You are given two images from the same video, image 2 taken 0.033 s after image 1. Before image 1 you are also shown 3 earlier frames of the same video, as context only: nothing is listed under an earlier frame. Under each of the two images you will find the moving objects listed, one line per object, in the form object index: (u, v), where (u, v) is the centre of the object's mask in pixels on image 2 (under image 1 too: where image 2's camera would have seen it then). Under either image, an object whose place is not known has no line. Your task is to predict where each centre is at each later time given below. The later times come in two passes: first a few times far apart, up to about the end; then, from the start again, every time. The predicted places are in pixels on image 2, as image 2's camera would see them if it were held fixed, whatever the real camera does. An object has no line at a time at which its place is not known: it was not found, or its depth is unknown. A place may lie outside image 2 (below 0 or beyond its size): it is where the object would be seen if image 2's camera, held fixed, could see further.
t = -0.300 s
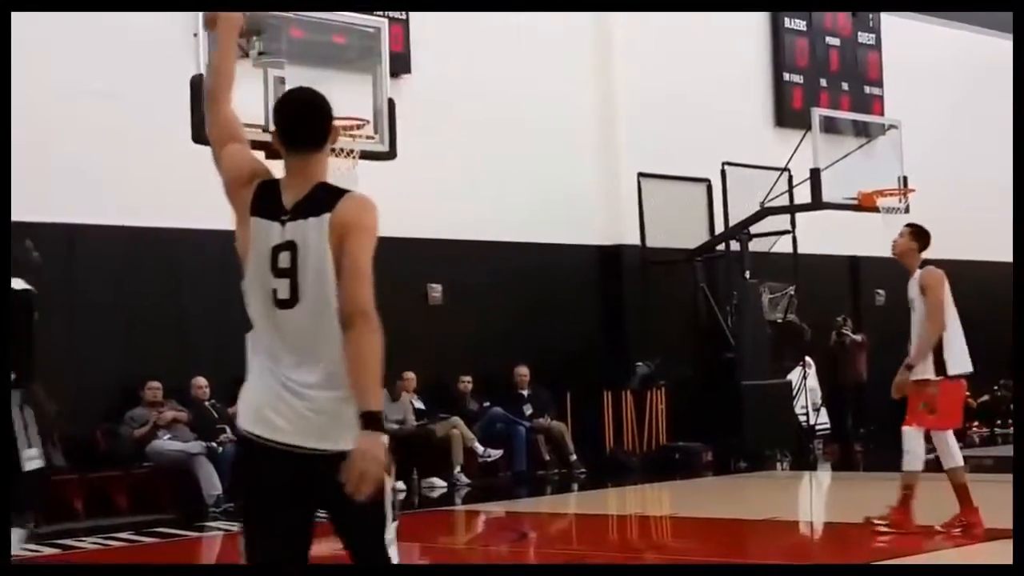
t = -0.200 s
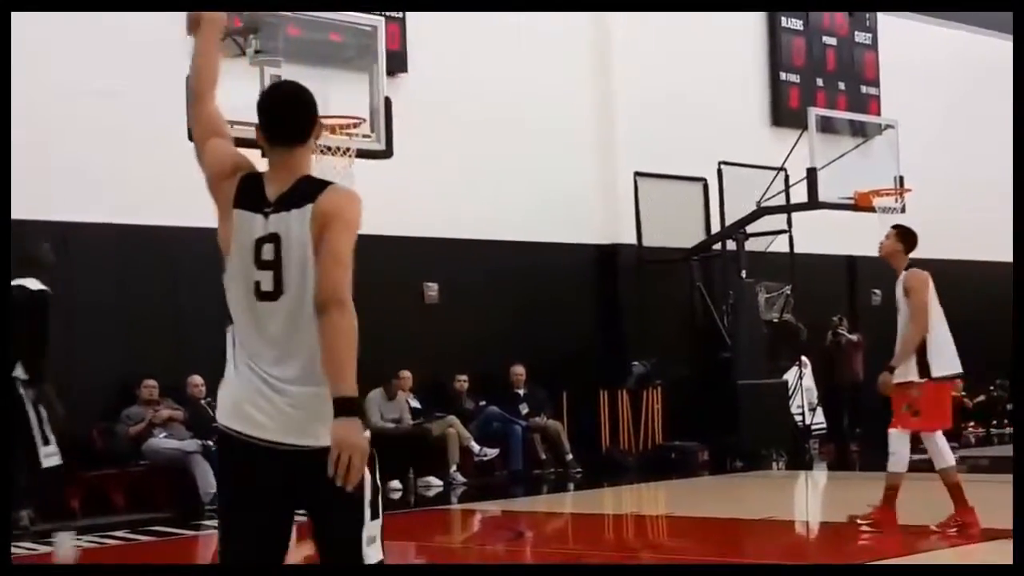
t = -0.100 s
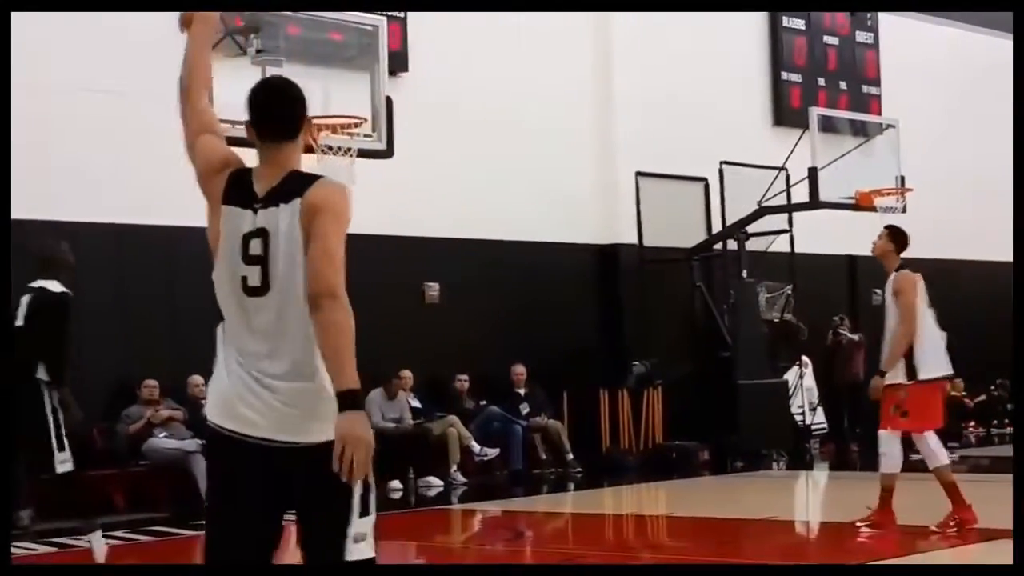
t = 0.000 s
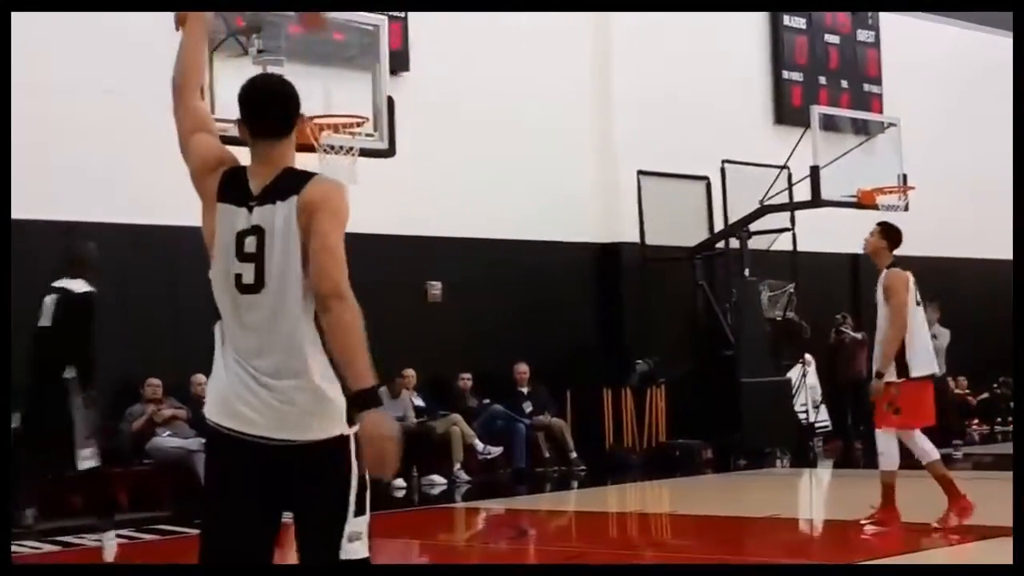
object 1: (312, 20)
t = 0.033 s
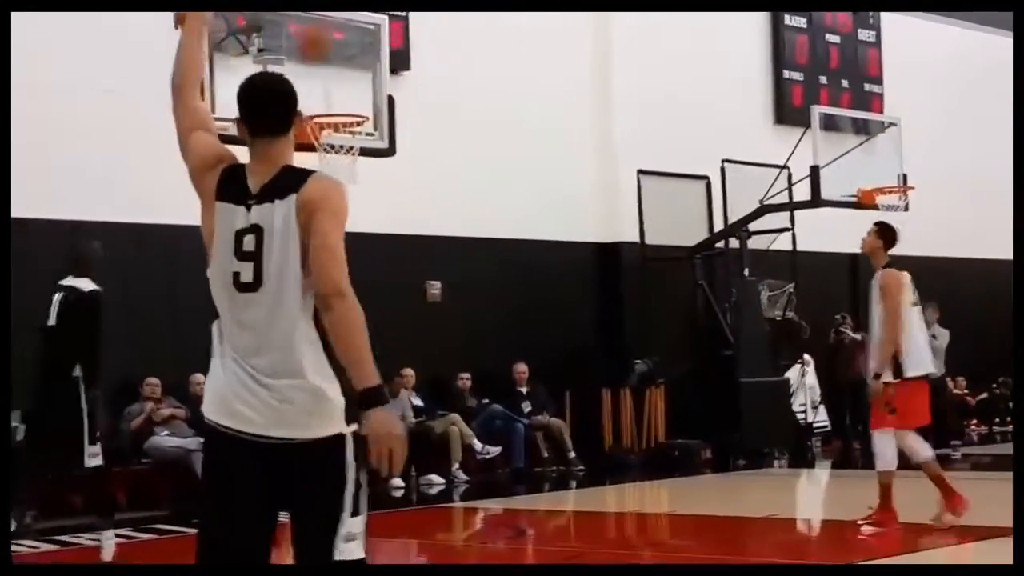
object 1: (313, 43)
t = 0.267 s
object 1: (401, 76)
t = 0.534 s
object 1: (515, 61)
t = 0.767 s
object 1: (612, 123)
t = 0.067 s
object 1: (315, 71)
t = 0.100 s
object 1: (315, 104)
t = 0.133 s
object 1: (335, 104)
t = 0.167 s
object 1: (356, 102)
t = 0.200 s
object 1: (372, 93)
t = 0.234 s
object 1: (386, 84)
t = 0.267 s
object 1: (401, 76)
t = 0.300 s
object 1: (415, 68)
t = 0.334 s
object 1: (430, 63)
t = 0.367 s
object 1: (443, 59)
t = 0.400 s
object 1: (459, 56)
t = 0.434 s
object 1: (473, 53)
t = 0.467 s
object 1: (488, 55)
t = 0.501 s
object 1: (502, 57)
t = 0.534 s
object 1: (515, 61)
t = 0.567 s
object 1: (529, 65)
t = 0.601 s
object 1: (543, 71)
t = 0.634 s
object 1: (557, 79)
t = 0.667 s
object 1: (574, 88)
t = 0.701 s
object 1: (585, 98)
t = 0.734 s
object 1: (598, 110)
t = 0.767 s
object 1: (612, 123)
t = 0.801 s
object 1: (626, 138)
